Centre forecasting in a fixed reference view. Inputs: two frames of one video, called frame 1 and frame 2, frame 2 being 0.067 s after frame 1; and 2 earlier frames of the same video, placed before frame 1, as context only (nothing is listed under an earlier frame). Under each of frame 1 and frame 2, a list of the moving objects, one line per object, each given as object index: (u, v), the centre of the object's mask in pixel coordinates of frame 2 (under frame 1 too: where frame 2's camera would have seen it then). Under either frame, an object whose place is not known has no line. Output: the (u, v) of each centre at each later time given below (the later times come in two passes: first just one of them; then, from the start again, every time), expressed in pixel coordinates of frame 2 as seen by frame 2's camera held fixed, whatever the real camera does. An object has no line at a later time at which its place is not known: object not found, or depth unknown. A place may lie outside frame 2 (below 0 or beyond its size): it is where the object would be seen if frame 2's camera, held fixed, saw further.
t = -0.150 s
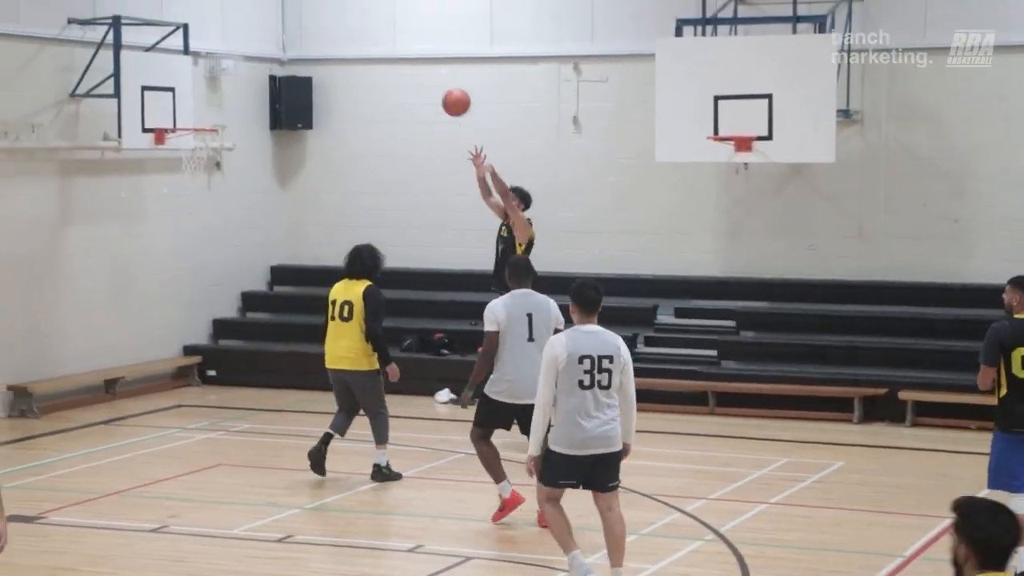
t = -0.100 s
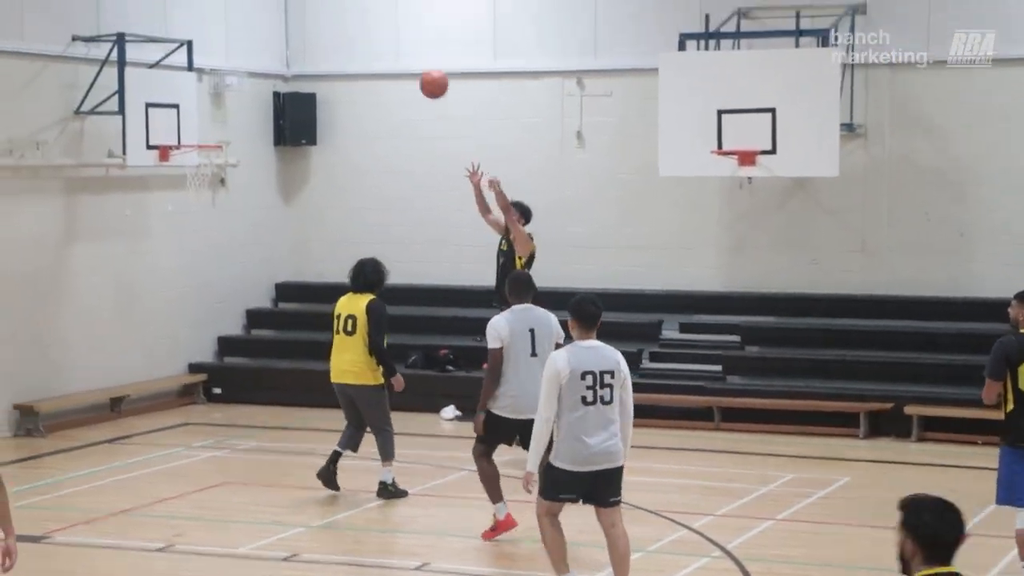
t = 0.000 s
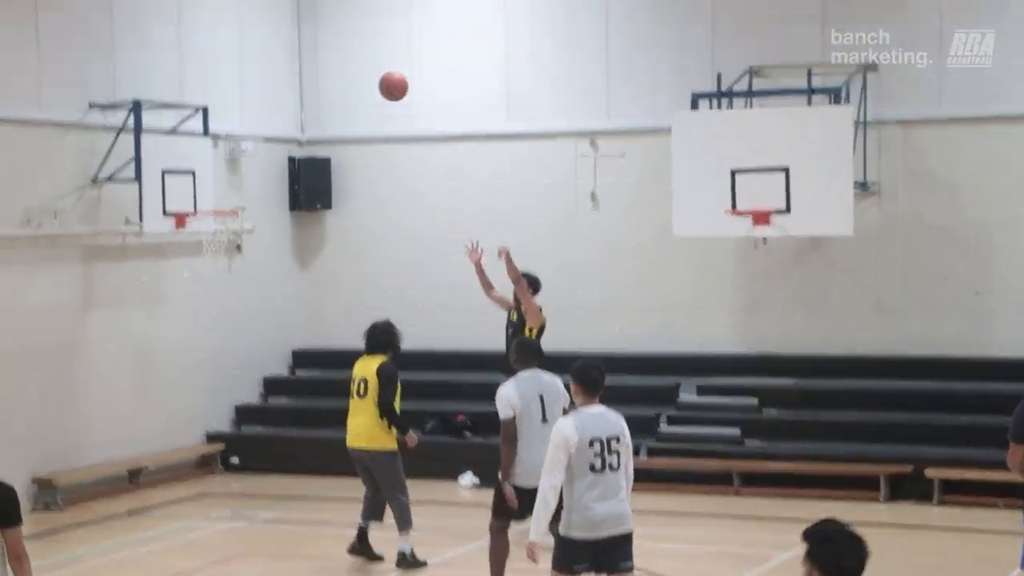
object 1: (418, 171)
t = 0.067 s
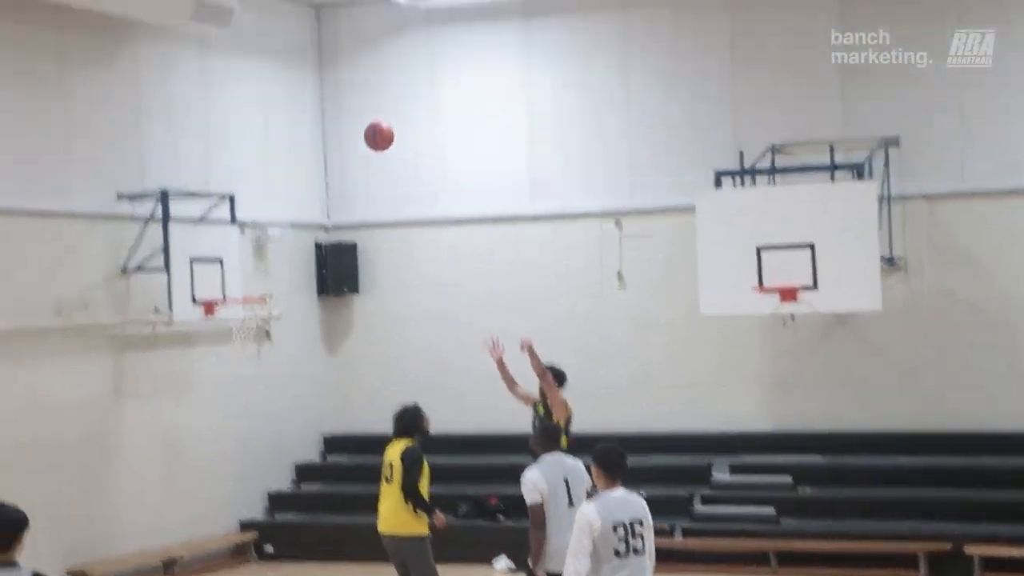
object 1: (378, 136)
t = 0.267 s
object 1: (260, 66)
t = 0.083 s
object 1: (368, 128)
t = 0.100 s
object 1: (358, 120)
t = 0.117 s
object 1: (348, 113)
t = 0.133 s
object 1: (338, 107)
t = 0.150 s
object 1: (328, 101)
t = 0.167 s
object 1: (318, 95)
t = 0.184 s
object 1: (309, 88)
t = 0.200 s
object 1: (298, 83)
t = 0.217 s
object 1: (288, 78)
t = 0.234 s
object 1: (279, 73)
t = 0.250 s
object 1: (269, 69)
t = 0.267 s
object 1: (260, 66)
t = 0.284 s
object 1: (249, 63)
